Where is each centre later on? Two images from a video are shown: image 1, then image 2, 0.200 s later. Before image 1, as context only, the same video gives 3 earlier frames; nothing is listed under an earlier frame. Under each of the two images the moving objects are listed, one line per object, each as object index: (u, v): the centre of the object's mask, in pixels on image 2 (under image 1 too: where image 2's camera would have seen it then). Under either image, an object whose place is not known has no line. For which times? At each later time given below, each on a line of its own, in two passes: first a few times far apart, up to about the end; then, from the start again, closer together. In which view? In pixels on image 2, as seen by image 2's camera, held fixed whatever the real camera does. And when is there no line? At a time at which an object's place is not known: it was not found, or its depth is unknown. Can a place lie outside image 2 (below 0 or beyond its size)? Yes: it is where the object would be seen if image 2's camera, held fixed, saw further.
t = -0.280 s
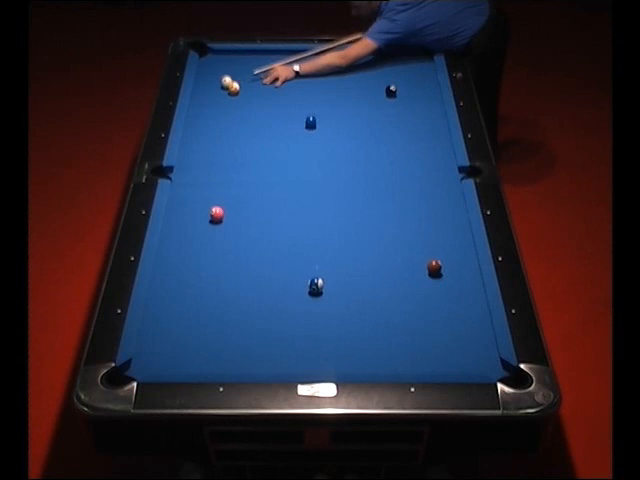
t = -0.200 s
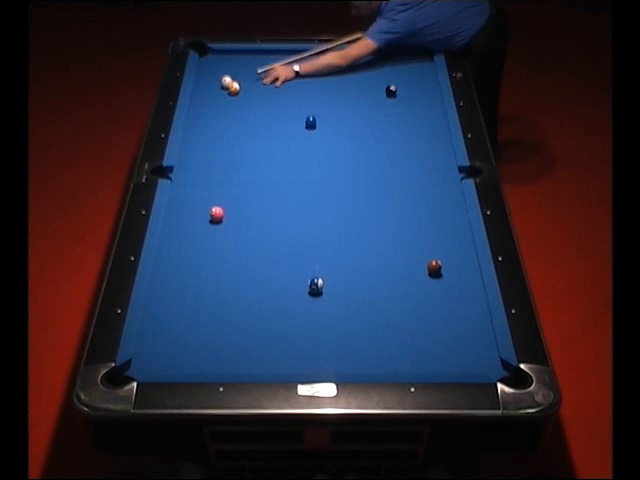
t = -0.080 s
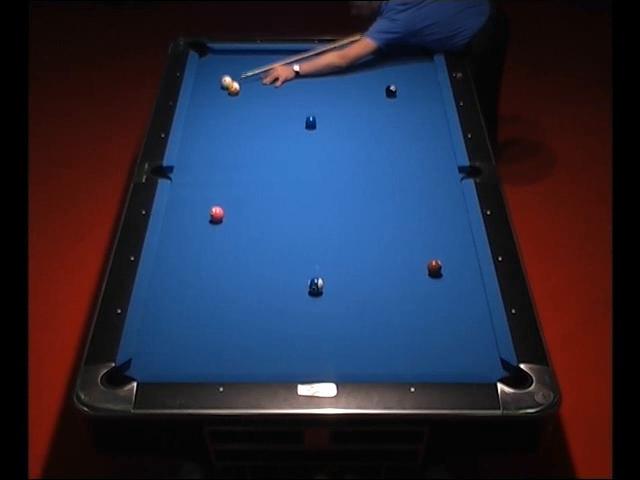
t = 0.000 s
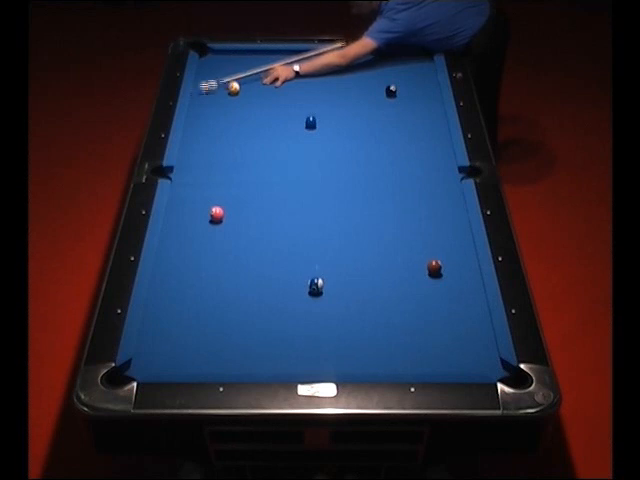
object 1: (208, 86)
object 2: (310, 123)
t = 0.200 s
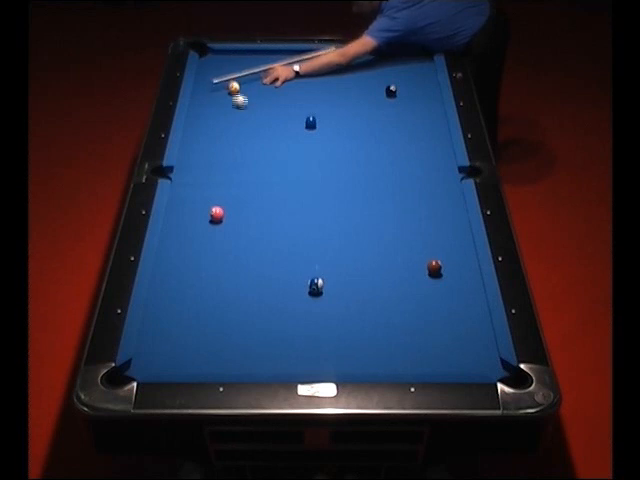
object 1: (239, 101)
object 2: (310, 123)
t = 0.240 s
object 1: (248, 103)
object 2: (310, 123)
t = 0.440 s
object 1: (290, 116)
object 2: (310, 123)
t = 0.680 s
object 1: (304, 125)
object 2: (346, 129)
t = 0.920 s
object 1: (314, 133)
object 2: (382, 136)
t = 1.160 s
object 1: (324, 141)
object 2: (419, 143)
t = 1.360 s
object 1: (332, 148)
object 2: (446, 149)
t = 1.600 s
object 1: (342, 155)
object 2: (428, 153)
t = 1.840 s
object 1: (351, 163)
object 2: (411, 157)
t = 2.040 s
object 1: (358, 168)
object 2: (397, 161)
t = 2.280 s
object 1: (366, 175)
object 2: (381, 164)
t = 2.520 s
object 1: (374, 181)
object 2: (366, 168)
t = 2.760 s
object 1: (381, 187)
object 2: (352, 172)
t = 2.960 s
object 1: (386, 192)
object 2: (340, 174)
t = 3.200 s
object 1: (392, 196)
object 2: (327, 177)
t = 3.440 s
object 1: (398, 201)
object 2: (315, 180)
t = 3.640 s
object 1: (402, 205)
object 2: (305, 182)
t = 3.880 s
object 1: (407, 208)
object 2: (295, 184)
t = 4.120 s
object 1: (410, 212)
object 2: (285, 186)
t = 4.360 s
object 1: (414, 215)
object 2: (276, 188)
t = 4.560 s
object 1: (416, 216)
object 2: (269, 190)
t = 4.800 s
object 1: (419, 217)
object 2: (262, 191)
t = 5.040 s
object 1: (421, 219)
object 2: (256, 192)
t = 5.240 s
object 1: (422, 219)
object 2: (251, 193)
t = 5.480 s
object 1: (422, 219)
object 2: (247, 194)
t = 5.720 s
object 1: (423, 219)
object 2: (243, 194)
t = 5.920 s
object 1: (423, 220)
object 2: (241, 195)
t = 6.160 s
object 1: (423, 219)
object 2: (239, 194)
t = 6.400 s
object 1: (423, 220)
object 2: (238, 195)
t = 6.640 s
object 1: (423, 219)
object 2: (239, 195)
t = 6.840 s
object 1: (423, 219)
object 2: (239, 195)
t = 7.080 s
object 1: (423, 219)
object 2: (239, 195)
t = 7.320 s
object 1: (423, 219)
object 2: (239, 195)
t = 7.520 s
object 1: (423, 219)
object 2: (239, 195)
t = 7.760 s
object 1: (423, 220)
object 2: (239, 195)
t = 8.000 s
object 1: (423, 219)
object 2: (239, 195)
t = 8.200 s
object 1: (423, 219)
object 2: (239, 195)
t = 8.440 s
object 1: (423, 219)
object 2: (239, 195)
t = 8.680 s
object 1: (423, 219)
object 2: (239, 195)
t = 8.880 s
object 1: (423, 219)
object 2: (239, 195)
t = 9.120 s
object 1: (423, 219)
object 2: (239, 195)
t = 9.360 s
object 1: (423, 219)
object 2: (239, 195)
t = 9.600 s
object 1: (423, 219)
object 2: (239, 195)
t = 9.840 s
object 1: (423, 219)
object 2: (239, 195)
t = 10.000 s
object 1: (423, 220)
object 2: (239, 195)
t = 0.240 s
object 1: (248, 103)
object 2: (310, 123)
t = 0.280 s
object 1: (257, 106)
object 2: (310, 123)
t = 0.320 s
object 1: (265, 109)
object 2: (310, 123)
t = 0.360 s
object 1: (273, 111)
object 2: (310, 123)
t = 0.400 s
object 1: (282, 113)
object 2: (310, 123)
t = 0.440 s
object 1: (290, 116)
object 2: (310, 123)
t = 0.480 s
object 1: (297, 119)
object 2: (311, 123)
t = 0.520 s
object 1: (299, 120)
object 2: (318, 124)
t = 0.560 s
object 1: (299, 121)
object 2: (326, 126)
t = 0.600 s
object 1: (300, 122)
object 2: (333, 127)
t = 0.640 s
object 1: (302, 123)
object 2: (340, 128)
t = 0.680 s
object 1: (304, 125)
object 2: (346, 129)
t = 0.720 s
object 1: (306, 127)
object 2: (352, 130)
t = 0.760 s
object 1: (307, 127)
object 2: (358, 131)
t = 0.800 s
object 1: (309, 129)
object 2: (364, 133)
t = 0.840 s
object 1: (311, 131)
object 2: (370, 134)
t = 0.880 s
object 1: (312, 132)
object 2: (376, 135)
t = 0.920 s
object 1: (314, 133)
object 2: (382, 136)
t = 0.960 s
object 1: (316, 134)
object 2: (389, 137)
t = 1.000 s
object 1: (317, 136)
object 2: (395, 138)
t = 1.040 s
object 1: (319, 137)
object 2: (401, 140)
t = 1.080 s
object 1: (321, 139)
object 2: (407, 141)
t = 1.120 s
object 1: (322, 140)
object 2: (413, 142)
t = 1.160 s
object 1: (324, 141)
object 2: (419, 143)
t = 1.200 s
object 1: (326, 142)
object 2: (425, 144)
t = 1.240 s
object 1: (328, 144)
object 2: (431, 146)
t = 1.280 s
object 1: (329, 145)
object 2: (437, 147)
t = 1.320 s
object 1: (331, 147)
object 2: (443, 147)
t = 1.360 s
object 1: (332, 148)
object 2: (446, 149)
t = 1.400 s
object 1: (334, 149)
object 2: (442, 150)
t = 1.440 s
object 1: (335, 150)
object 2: (439, 150)
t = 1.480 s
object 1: (337, 152)
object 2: (437, 151)
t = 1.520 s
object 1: (338, 153)
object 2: (433, 152)
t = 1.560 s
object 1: (340, 154)
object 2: (431, 152)
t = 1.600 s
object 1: (342, 155)
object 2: (428, 153)
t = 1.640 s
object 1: (343, 157)
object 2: (425, 154)
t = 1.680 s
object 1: (345, 158)
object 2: (422, 155)
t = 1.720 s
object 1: (346, 159)
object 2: (419, 156)
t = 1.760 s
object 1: (348, 160)
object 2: (416, 156)
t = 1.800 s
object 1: (349, 162)
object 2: (414, 157)
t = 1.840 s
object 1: (351, 163)
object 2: (411, 157)
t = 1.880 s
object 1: (352, 164)
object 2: (408, 158)
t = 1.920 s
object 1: (354, 165)
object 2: (405, 159)
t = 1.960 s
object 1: (355, 166)
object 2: (402, 159)
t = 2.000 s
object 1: (356, 167)
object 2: (400, 160)
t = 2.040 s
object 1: (358, 168)
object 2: (397, 161)
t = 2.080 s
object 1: (359, 169)
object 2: (394, 161)
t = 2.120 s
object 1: (361, 170)
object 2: (392, 162)
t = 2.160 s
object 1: (362, 171)
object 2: (389, 162)
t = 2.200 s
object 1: (363, 173)
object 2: (386, 163)
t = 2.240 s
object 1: (364, 174)
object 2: (384, 164)
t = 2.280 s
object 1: (366, 175)
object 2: (381, 164)
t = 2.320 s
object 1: (367, 176)
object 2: (379, 165)
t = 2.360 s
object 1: (368, 177)
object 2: (376, 165)
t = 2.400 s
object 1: (370, 178)
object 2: (374, 165)
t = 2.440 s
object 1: (371, 179)
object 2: (371, 166)
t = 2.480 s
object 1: (373, 180)
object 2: (368, 167)
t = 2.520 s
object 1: (374, 181)
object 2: (366, 168)
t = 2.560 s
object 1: (375, 182)
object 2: (363, 168)
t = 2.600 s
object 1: (376, 183)
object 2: (361, 169)
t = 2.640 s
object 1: (377, 184)
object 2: (359, 170)
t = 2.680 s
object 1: (378, 185)
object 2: (356, 170)
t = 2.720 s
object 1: (380, 186)
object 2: (354, 171)
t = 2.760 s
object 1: (381, 187)
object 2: (352, 172)
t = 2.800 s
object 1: (382, 188)
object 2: (349, 172)
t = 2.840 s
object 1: (383, 189)
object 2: (347, 173)
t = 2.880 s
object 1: (384, 190)
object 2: (344, 173)
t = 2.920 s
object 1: (385, 190)
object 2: (342, 174)
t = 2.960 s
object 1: (386, 192)
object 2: (340, 174)
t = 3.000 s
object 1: (387, 192)
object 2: (338, 175)
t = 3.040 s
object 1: (388, 193)
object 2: (336, 175)
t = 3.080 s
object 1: (389, 194)
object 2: (333, 176)
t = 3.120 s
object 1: (390, 195)
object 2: (331, 176)
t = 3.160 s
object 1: (391, 196)
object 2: (329, 176)
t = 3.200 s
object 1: (392, 196)
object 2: (327, 177)
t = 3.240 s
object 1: (393, 198)
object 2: (325, 178)
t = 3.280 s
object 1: (394, 198)
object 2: (323, 178)
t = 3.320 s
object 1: (395, 199)
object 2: (321, 179)
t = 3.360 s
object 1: (396, 200)
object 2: (319, 179)
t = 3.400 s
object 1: (397, 200)
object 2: (317, 180)
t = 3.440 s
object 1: (398, 201)
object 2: (315, 180)
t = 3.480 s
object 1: (399, 202)
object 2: (313, 180)
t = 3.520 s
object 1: (400, 203)
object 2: (311, 181)
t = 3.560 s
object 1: (401, 203)
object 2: (309, 181)
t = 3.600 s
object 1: (401, 204)
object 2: (307, 181)
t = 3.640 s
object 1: (402, 205)
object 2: (305, 182)
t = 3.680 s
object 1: (403, 206)
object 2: (304, 182)
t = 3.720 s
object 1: (403, 206)
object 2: (302, 183)
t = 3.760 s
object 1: (404, 207)
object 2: (300, 184)
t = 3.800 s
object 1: (405, 208)
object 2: (298, 184)
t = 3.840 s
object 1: (406, 208)
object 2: (296, 184)
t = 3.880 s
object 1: (407, 208)
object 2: (295, 184)
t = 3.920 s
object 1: (407, 209)
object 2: (293, 185)
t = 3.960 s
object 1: (408, 210)
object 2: (291, 185)
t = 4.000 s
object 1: (408, 210)
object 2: (290, 185)
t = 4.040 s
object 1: (409, 210)
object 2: (288, 186)
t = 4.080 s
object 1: (410, 211)
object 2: (286, 186)
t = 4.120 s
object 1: (410, 212)
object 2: (285, 186)
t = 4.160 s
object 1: (411, 212)
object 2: (283, 187)
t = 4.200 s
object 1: (411, 213)
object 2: (282, 187)
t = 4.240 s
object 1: (412, 213)
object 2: (280, 187)
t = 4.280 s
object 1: (413, 214)
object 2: (279, 188)
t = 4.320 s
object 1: (413, 214)
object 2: (278, 188)
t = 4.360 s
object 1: (414, 215)
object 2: (276, 188)
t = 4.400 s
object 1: (414, 215)
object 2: (275, 188)
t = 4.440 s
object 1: (415, 215)
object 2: (273, 189)
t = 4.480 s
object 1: (415, 215)
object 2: (272, 189)
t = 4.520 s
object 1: (416, 216)
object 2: (271, 190)
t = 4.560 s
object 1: (416, 216)
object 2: (269, 190)
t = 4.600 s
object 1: (417, 216)
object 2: (268, 190)
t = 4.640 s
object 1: (417, 216)
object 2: (267, 190)
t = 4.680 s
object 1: (418, 217)
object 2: (265, 190)
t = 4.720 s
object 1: (418, 217)
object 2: (264, 191)
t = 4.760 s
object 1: (419, 218)
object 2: (263, 191)
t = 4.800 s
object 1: (419, 217)
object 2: (262, 191)
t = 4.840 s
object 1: (419, 218)
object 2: (261, 191)
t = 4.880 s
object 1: (420, 218)
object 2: (260, 192)
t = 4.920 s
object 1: (420, 219)
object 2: (259, 191)
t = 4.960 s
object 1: (420, 219)
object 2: (258, 192)
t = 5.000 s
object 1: (420, 218)
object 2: (257, 192)
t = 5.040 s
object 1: (421, 219)
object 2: (256, 192)
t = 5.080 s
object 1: (421, 219)
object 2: (255, 192)
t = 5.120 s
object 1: (421, 219)
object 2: (254, 192)
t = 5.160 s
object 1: (421, 219)
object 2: (253, 192)
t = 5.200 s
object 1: (422, 219)
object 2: (252, 193)
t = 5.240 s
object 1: (422, 219)
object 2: (251, 193)
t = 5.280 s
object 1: (422, 219)
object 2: (250, 193)
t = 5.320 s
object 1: (422, 219)
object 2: (250, 193)
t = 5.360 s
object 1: (422, 219)
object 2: (249, 193)
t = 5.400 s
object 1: (422, 219)
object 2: (248, 193)
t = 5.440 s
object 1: (422, 219)
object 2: (247, 194)
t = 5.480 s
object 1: (422, 219)
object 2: (247, 194)
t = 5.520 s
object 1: (422, 219)
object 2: (246, 194)
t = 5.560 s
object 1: (423, 219)
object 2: (245, 194)
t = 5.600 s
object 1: (423, 219)
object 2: (245, 194)
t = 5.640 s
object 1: (423, 219)
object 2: (244, 194)
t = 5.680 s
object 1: (423, 219)
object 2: (244, 194)
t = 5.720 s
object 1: (423, 219)
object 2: (243, 194)
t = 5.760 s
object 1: (423, 219)
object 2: (243, 194)
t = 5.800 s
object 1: (423, 219)
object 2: (242, 194)
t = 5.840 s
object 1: (423, 219)
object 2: (242, 195)
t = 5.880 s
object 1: (423, 219)
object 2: (241, 195)
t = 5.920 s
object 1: (423, 220)
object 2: (241, 195)
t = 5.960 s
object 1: (423, 219)
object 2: (240, 195)
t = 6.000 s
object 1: (423, 219)
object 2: (240, 195)
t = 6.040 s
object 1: (423, 220)
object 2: (240, 195)
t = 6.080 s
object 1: (423, 219)
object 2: (239, 195)
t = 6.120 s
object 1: (423, 219)
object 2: (239, 195)
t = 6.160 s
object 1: (423, 219)
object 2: (239, 194)
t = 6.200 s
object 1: (423, 219)
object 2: (239, 195)
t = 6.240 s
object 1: (423, 219)
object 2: (239, 195)
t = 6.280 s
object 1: (423, 219)
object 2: (238, 195)
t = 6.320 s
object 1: (423, 219)
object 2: (238, 195)
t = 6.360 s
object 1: (423, 219)
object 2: (238, 195)
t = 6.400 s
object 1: (423, 220)
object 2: (238, 195)
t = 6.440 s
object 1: (423, 219)
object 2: (238, 195)
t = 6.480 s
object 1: (423, 219)
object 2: (238, 195)
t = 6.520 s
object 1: (423, 219)
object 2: (238, 195)
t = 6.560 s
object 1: (423, 220)
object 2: (239, 195)
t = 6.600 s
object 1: (423, 219)
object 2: (239, 195)
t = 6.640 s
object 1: (423, 219)
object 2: (239, 195)
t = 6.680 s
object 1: (423, 219)
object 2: (239, 195)
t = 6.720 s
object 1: (423, 219)
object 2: (239, 195)
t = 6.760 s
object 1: (423, 219)
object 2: (239, 195)
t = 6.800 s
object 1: (423, 219)
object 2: (239, 195)
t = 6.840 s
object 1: (423, 219)
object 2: (239, 195)
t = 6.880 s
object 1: (423, 219)
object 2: (239, 195)
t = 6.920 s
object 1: (423, 220)
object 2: (239, 195)
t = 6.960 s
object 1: (423, 219)
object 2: (239, 195)
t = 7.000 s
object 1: (423, 220)
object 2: (239, 195)
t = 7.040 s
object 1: (423, 219)
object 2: (239, 195)
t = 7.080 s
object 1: (423, 219)
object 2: (239, 195)
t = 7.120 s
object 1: (423, 219)
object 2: (239, 195)
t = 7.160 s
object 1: (423, 219)
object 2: (239, 195)
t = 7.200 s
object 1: (423, 219)
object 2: (239, 195)
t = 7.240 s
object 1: (423, 219)
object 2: (239, 195)
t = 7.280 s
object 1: (423, 219)
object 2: (239, 195)
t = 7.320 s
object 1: (423, 219)
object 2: (239, 195)
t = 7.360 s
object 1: (423, 219)
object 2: (239, 195)
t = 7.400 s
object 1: (423, 219)
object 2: (239, 195)
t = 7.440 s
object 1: (423, 219)
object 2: (239, 195)
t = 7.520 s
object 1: (423, 219)
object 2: (239, 195)
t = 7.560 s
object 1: (423, 219)
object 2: (239, 195)
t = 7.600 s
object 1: (423, 219)
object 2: (239, 195)
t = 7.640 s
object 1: (423, 220)
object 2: (239, 195)
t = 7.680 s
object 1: (423, 219)
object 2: (239, 195)
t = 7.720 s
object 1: (423, 219)
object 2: (239, 195)
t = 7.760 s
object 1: (423, 220)
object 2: (239, 195)
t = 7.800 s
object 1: (423, 219)
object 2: (239, 195)
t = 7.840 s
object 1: (423, 219)
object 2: (239, 195)
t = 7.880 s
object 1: (423, 219)
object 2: (239, 195)
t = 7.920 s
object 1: (423, 219)
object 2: (239, 195)
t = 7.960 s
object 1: (423, 219)
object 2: (239, 195)
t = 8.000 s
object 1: (423, 219)
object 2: (239, 195)
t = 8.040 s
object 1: (423, 219)
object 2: (239, 195)
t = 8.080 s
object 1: (423, 219)
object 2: (239, 195)
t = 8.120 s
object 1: (423, 220)
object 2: (239, 195)
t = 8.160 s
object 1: (423, 219)
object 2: (239, 195)
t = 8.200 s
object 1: (423, 219)
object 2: (239, 195)
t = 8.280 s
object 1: (423, 219)
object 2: (239, 195)
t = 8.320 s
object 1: (423, 219)
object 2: (239, 195)
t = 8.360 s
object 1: (423, 219)
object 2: (239, 195)
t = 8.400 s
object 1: (423, 219)
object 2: (239, 195)
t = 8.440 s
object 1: (423, 219)
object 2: (239, 195)
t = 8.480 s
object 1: (423, 219)
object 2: (239, 195)
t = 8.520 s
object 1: (423, 219)
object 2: (239, 195)
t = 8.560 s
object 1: (423, 220)
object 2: (239, 195)
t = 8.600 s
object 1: (423, 219)
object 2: (239, 195)
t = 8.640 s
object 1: (423, 220)
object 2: (239, 195)
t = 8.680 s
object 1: (423, 219)
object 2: (239, 195)
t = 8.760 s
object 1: (423, 219)
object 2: (239, 195)
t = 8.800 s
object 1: (423, 219)
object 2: (239, 195)
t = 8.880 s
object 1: (423, 219)
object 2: (239, 195)
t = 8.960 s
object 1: (423, 219)
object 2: (239, 195)
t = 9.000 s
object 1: (423, 219)
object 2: (239, 195)
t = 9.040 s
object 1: (423, 219)
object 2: (239, 195)
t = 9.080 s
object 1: (423, 219)
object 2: (239, 195)
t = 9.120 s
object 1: (423, 219)
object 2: (239, 195)
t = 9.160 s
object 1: (423, 219)
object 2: (239, 195)
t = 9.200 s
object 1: (423, 219)
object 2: (239, 195)
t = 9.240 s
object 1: (423, 219)
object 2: (239, 195)
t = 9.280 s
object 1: (423, 219)
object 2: (239, 195)
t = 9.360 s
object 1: (423, 219)
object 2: (239, 195)
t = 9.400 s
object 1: (423, 220)
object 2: (239, 195)
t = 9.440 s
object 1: (423, 219)
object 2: (239, 195)
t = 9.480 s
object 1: (423, 219)
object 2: (239, 195)
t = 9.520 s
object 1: (423, 219)
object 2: (239, 195)
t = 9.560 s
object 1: (423, 219)
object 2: (239, 195)
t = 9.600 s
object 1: (423, 219)
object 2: (239, 195)
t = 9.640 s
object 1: (423, 219)
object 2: (239, 195)
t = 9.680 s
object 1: (423, 219)
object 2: (239, 195)
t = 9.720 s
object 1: (423, 219)
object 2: (239, 195)
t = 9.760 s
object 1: (423, 219)
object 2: (239, 195)
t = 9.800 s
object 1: (423, 219)
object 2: (239, 195)
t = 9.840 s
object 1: (423, 219)
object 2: (239, 195)
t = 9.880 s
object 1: (423, 219)
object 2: (239, 195)
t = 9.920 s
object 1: (423, 219)
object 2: (239, 195)
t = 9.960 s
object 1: (423, 219)
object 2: (239, 195)
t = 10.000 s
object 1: (423, 220)
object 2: (239, 195)
